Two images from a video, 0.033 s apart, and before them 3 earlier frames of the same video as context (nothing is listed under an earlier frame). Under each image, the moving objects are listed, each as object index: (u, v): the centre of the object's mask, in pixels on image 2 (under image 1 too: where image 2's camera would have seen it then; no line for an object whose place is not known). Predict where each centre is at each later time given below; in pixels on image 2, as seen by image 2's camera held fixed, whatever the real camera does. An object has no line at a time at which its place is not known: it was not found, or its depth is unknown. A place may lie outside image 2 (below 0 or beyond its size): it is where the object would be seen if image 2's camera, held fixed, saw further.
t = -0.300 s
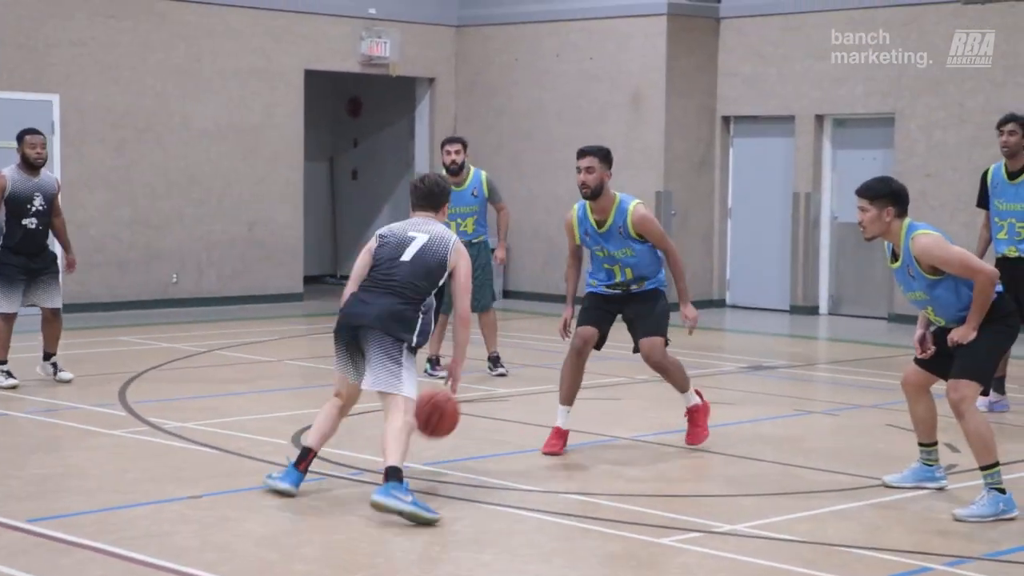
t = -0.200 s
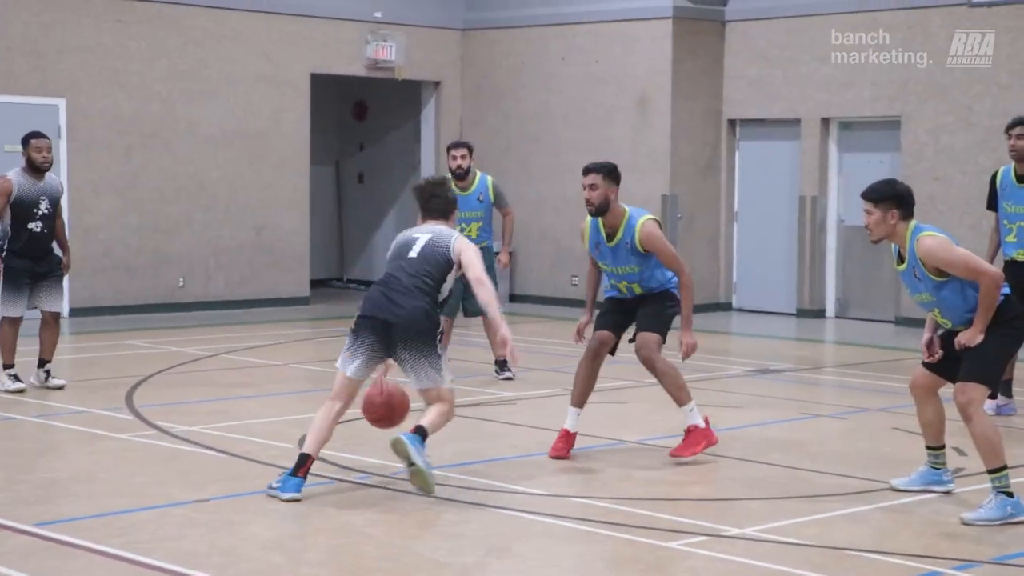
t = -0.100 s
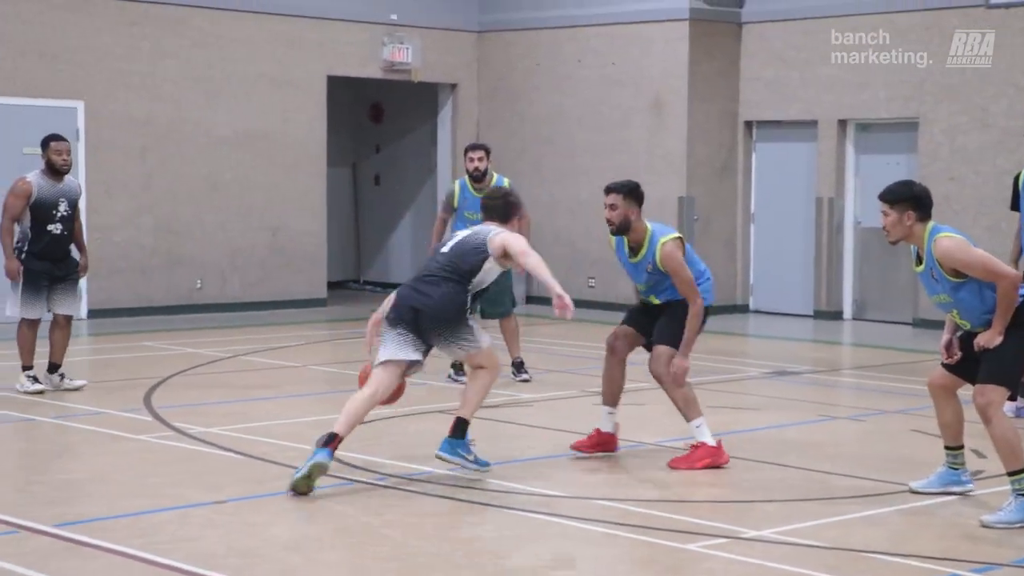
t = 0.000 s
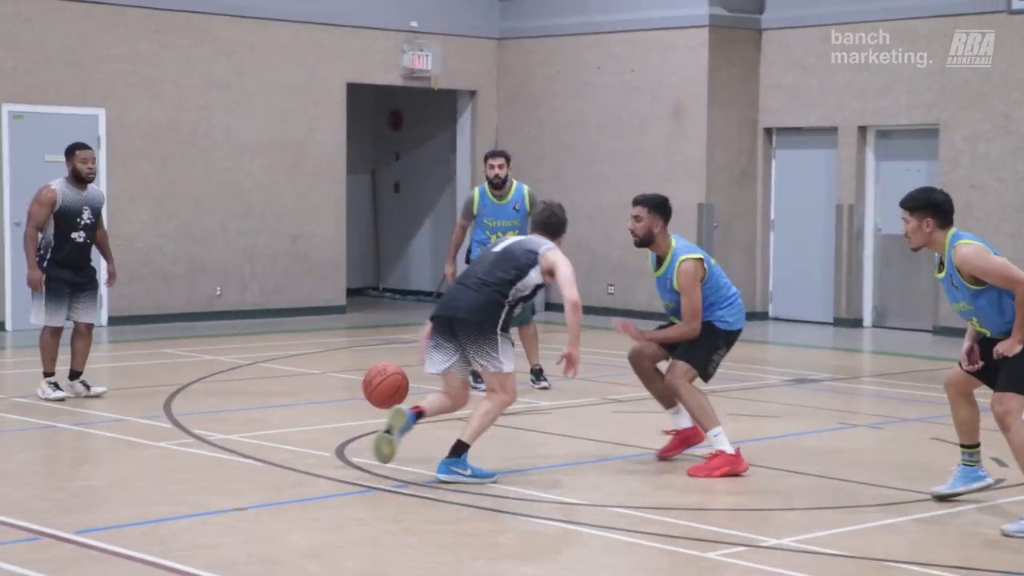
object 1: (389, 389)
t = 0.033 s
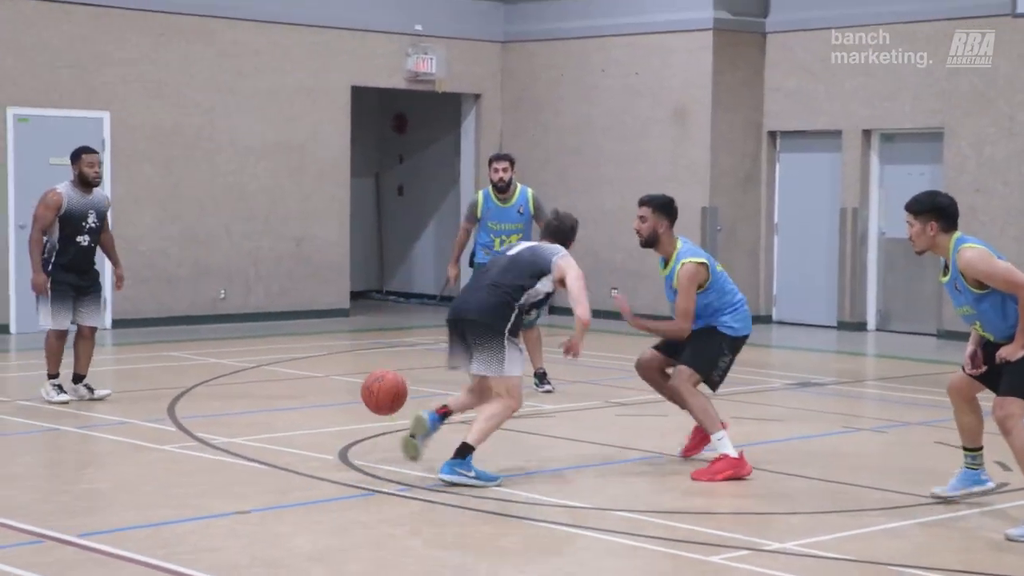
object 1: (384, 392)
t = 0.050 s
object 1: (381, 394)
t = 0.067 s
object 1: (379, 397)
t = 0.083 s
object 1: (376, 400)
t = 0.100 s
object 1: (373, 403)
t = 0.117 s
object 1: (370, 407)
